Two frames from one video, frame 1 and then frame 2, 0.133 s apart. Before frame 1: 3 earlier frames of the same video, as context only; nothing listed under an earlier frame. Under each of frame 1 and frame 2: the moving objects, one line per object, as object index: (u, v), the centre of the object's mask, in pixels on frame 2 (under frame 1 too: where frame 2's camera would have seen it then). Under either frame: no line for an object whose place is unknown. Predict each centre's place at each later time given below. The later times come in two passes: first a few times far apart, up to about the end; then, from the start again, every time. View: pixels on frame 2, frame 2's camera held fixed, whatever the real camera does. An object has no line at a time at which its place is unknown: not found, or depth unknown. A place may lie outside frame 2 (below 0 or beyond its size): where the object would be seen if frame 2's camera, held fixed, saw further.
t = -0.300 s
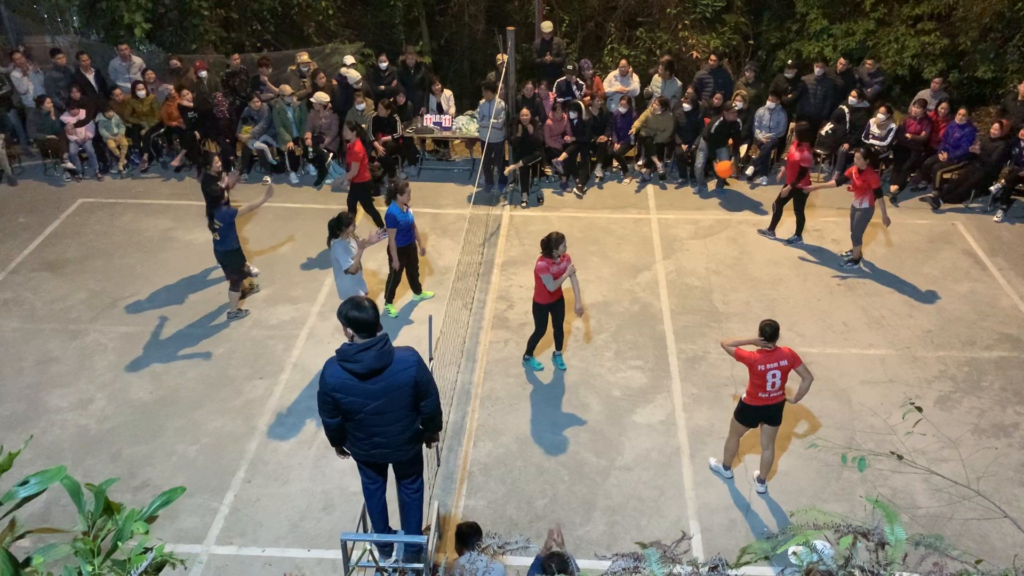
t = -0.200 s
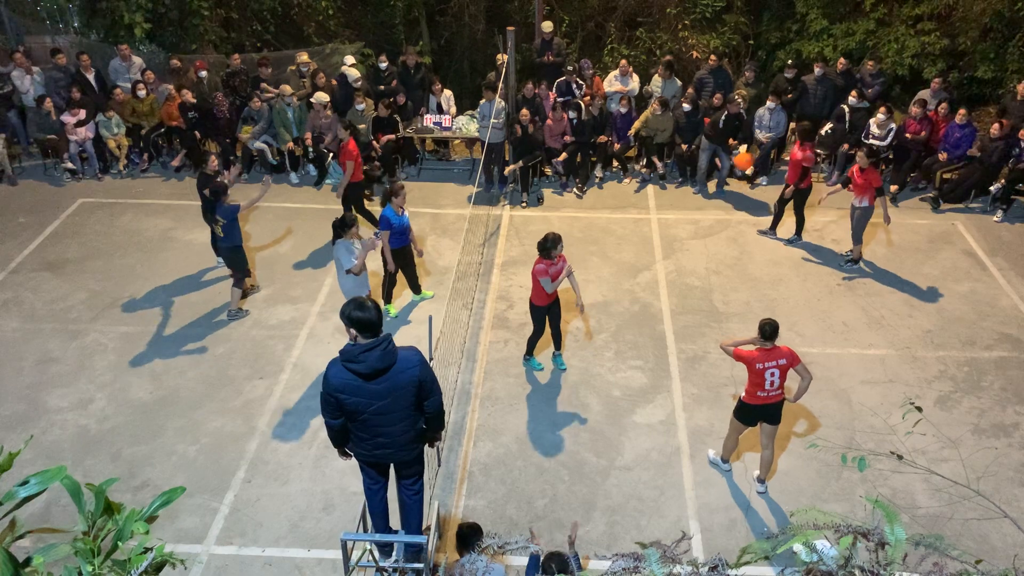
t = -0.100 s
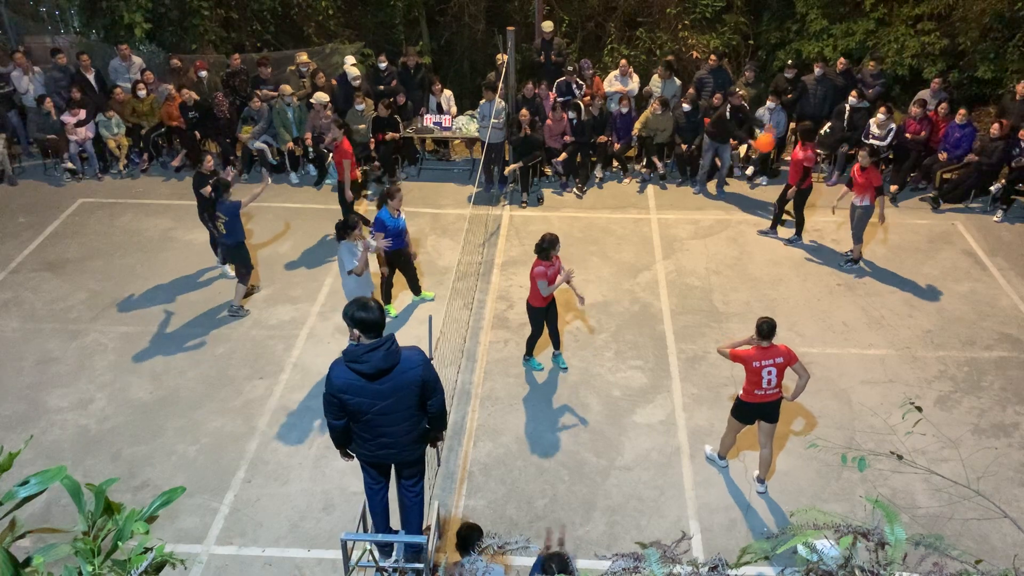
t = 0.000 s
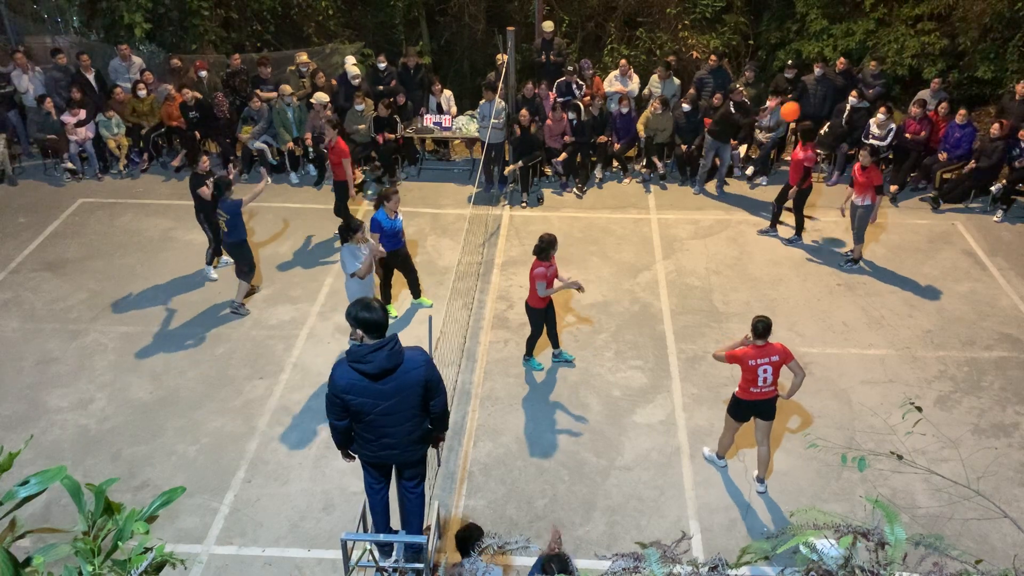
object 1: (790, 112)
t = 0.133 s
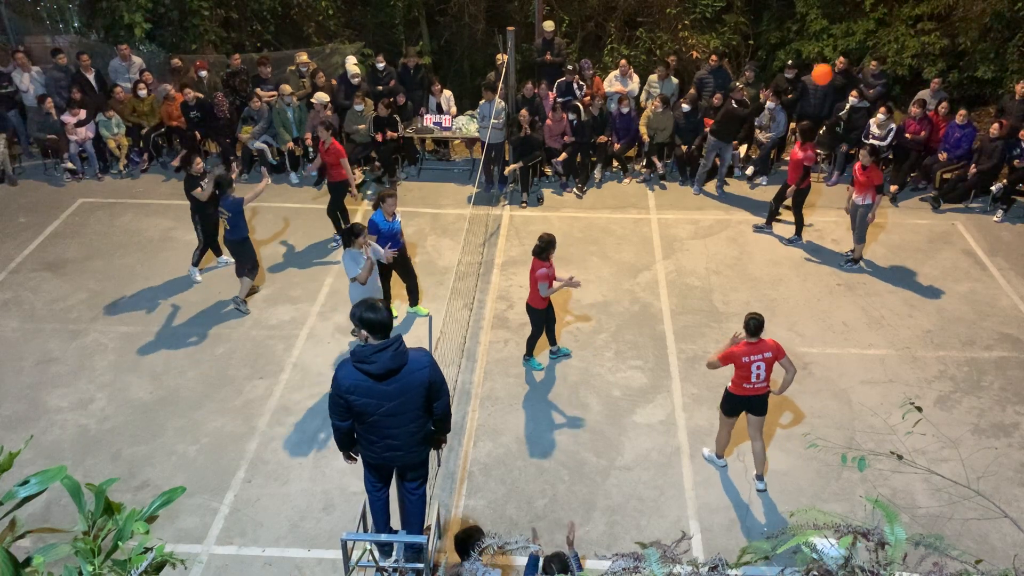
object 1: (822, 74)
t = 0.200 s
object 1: (838, 60)
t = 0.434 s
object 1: (891, 36)
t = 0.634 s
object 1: (931, 54)
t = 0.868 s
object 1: (968, 121)
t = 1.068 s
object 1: (985, 212)
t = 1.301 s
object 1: (1000, 318)
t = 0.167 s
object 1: (830, 67)
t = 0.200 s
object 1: (838, 60)
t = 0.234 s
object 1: (846, 54)
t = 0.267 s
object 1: (854, 49)
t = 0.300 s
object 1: (861, 45)
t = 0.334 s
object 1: (869, 41)
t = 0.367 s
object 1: (877, 39)
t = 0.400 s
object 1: (884, 37)
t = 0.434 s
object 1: (891, 36)
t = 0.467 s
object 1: (898, 37)
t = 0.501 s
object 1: (905, 38)
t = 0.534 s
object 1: (912, 41)
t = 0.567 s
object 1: (918, 44)
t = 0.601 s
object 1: (925, 49)
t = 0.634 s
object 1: (931, 54)
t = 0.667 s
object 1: (938, 61)
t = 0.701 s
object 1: (943, 68)
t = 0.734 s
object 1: (949, 77)
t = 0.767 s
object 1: (954, 87)
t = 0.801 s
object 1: (959, 97)
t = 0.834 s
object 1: (964, 108)
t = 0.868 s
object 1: (968, 121)
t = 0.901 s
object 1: (971, 135)
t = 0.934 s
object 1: (975, 149)
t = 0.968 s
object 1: (978, 164)
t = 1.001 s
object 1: (980, 179)
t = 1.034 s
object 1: (983, 196)
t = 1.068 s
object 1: (985, 212)
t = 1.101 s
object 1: (987, 230)
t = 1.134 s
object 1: (988, 248)
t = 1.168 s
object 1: (989, 267)
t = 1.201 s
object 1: (990, 286)
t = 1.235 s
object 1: (991, 307)
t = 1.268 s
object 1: (992, 326)
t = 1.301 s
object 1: (1000, 318)
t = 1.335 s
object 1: (1009, 304)
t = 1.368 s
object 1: (1015, 292)
